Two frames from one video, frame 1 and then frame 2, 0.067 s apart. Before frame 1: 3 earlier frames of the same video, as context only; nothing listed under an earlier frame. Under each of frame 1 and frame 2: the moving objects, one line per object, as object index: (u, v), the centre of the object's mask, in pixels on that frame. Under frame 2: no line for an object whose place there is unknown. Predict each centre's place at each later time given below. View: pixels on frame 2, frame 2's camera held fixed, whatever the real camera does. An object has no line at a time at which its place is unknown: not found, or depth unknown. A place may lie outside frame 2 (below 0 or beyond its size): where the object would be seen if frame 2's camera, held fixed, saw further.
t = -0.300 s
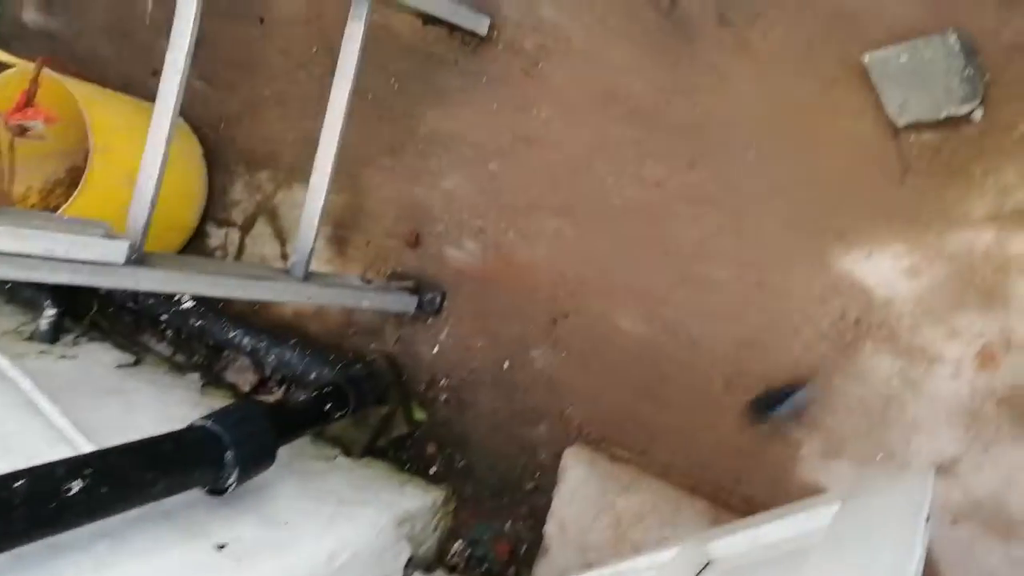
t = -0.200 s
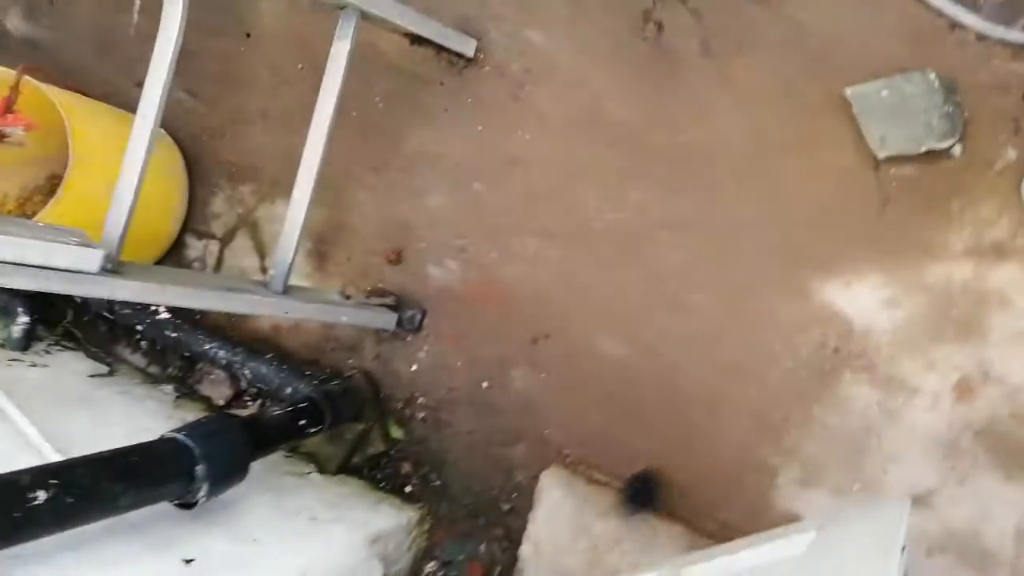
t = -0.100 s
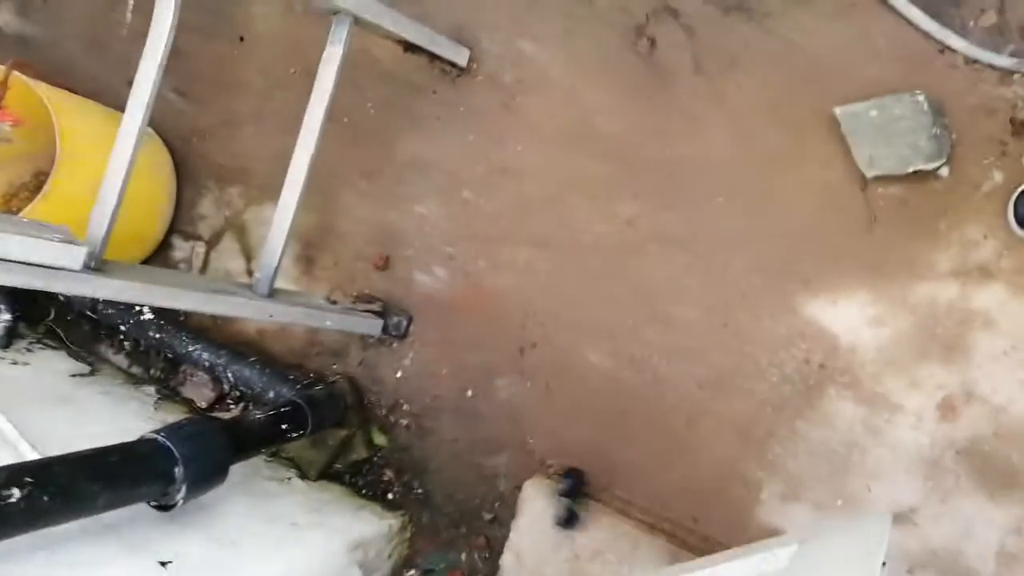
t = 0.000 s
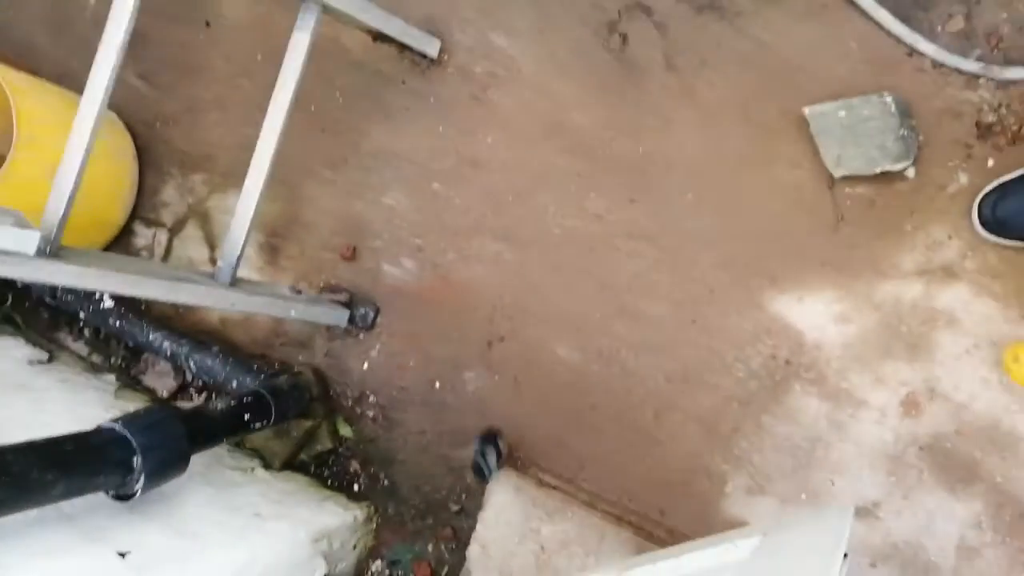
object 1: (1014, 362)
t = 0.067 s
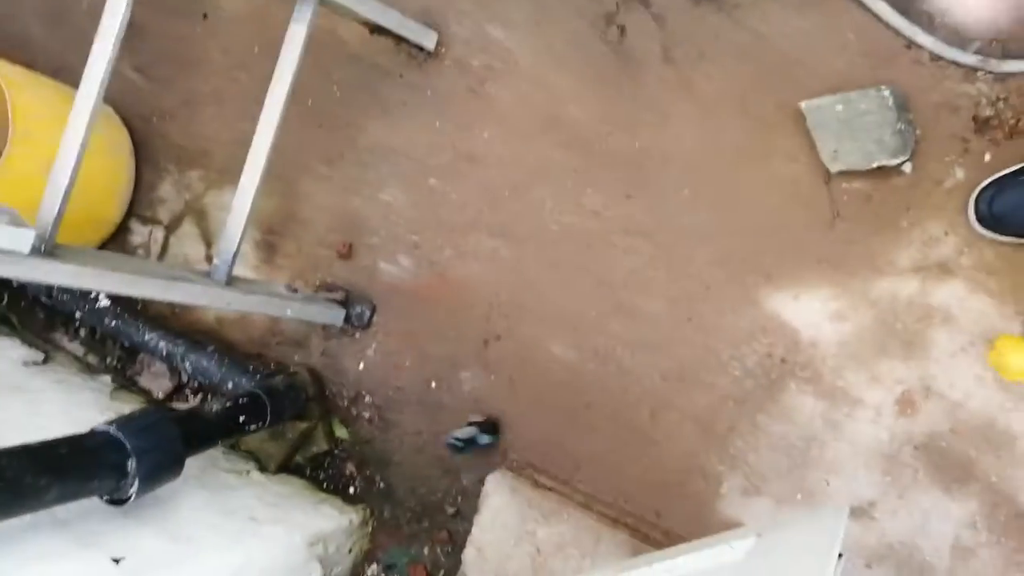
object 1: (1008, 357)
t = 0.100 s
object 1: (1009, 359)
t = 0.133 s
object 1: (1005, 361)
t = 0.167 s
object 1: (1001, 365)
